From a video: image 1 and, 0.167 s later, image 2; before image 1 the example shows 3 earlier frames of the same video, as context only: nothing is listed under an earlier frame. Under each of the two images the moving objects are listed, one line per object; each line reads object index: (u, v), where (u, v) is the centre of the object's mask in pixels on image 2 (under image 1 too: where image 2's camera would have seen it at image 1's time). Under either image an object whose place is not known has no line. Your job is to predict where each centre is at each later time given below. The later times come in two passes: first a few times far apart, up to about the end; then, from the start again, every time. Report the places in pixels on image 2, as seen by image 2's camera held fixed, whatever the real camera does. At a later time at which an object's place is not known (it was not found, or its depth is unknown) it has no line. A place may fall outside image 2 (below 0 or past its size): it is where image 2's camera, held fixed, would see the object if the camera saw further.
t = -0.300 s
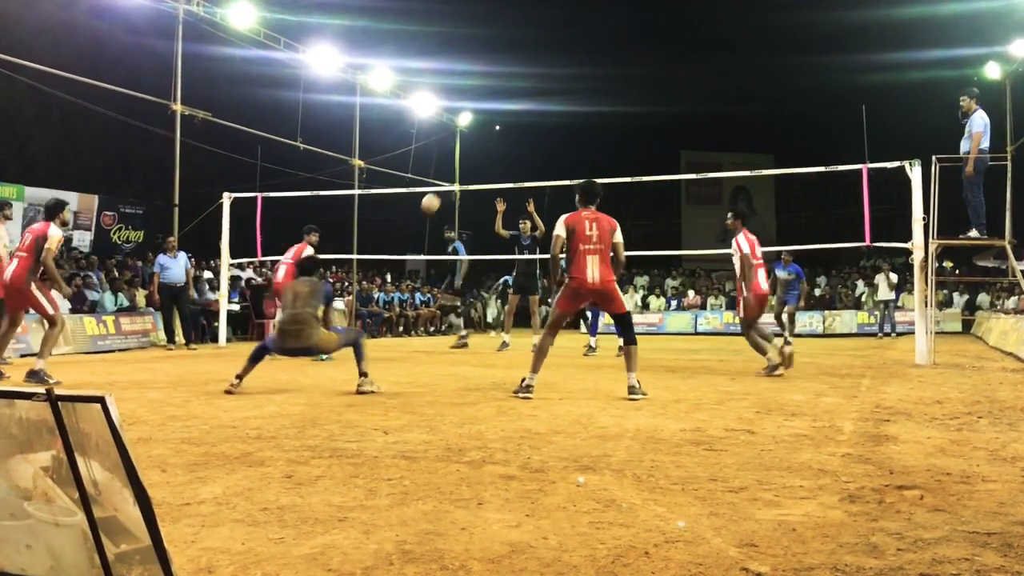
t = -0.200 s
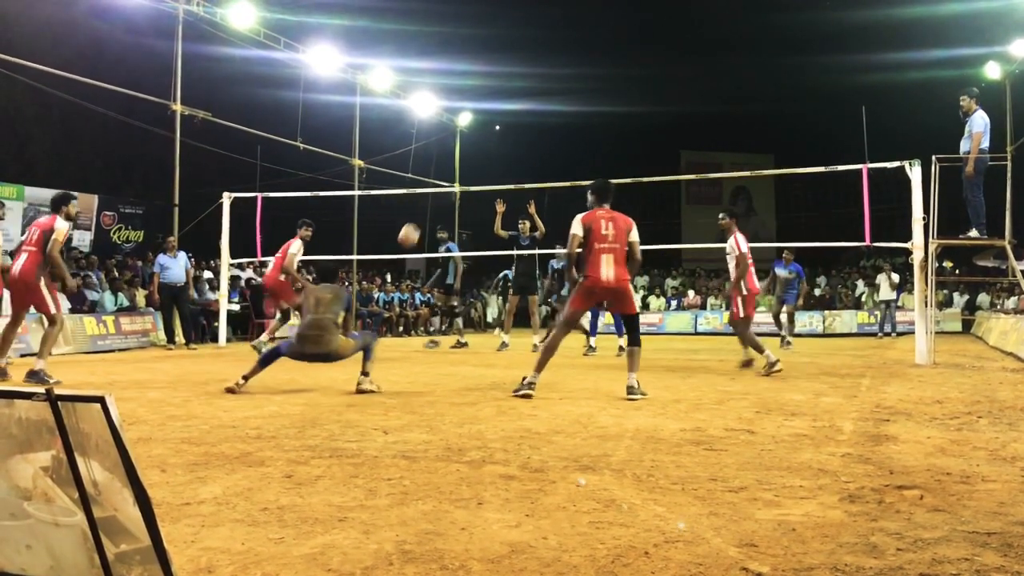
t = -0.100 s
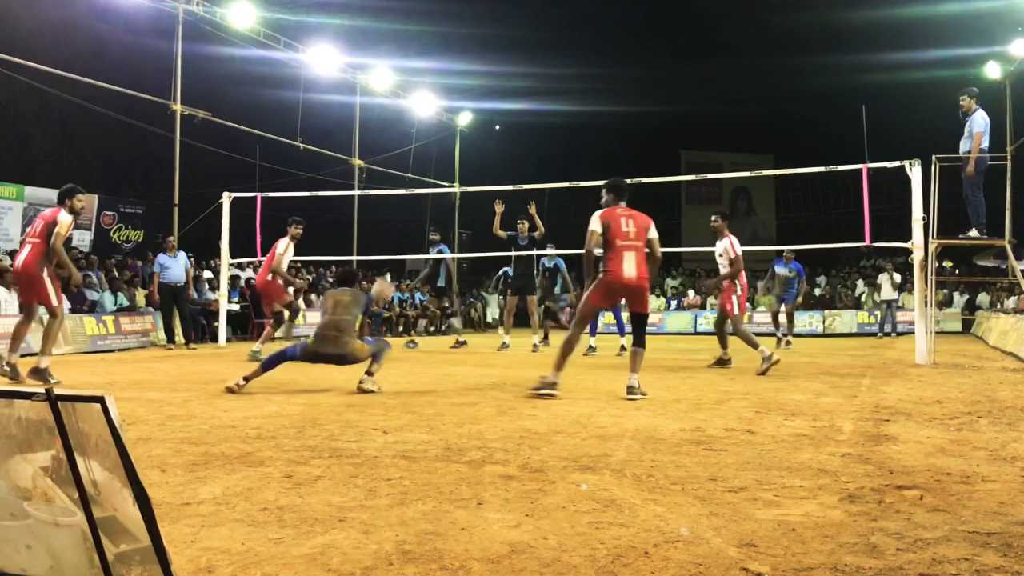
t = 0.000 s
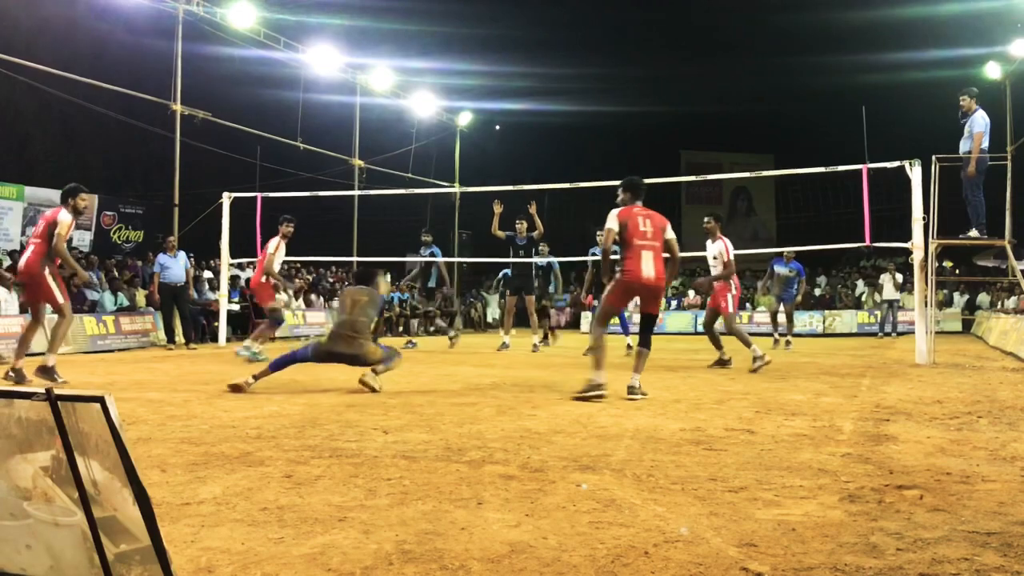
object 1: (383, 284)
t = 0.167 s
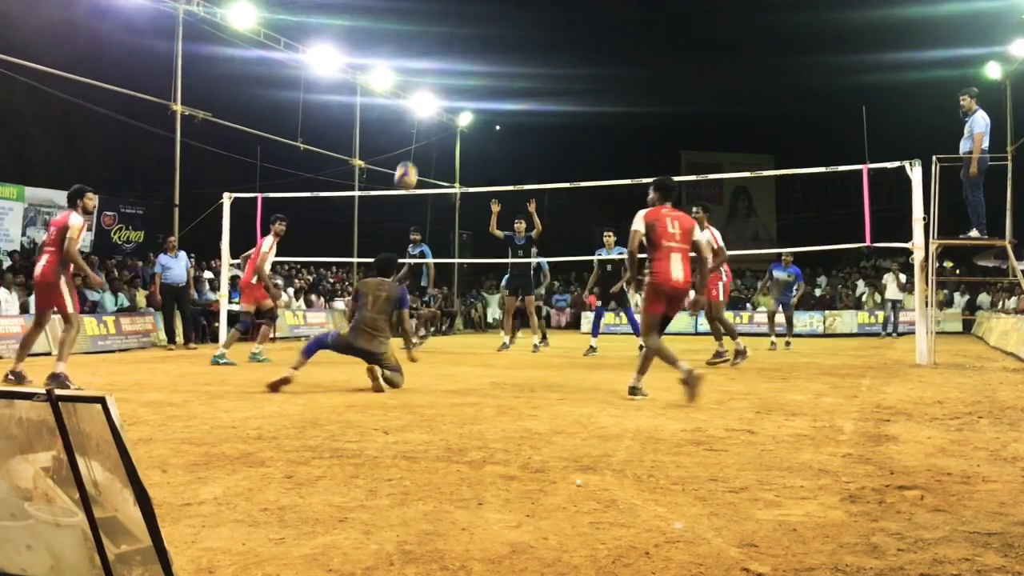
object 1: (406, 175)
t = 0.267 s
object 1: (422, 127)
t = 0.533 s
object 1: (458, 53)
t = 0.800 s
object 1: (487, 51)
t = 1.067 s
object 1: (514, 105)
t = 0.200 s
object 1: (412, 157)
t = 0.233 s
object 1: (416, 141)
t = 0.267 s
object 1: (422, 127)
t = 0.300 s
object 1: (427, 120)
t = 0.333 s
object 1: (432, 101)
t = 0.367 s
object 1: (437, 89)
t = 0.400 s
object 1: (440, 81)
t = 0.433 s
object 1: (445, 72)
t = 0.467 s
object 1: (449, 65)
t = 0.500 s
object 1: (453, 58)
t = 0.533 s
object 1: (458, 53)
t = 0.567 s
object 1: (461, 51)
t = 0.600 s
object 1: (465, 47)
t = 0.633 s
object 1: (469, 45)
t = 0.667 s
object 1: (473, 45)
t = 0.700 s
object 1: (477, 44)
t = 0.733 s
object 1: (480, 46)
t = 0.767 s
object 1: (484, 48)
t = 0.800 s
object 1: (487, 51)
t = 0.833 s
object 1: (491, 55)
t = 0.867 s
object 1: (494, 59)
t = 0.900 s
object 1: (498, 65)
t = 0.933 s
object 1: (501, 71)
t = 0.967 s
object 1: (504, 78)
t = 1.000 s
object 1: (507, 86)
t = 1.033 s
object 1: (510, 94)
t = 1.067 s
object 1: (514, 105)
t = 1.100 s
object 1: (517, 115)
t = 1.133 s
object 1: (520, 126)
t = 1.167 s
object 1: (523, 137)
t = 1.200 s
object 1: (526, 149)
